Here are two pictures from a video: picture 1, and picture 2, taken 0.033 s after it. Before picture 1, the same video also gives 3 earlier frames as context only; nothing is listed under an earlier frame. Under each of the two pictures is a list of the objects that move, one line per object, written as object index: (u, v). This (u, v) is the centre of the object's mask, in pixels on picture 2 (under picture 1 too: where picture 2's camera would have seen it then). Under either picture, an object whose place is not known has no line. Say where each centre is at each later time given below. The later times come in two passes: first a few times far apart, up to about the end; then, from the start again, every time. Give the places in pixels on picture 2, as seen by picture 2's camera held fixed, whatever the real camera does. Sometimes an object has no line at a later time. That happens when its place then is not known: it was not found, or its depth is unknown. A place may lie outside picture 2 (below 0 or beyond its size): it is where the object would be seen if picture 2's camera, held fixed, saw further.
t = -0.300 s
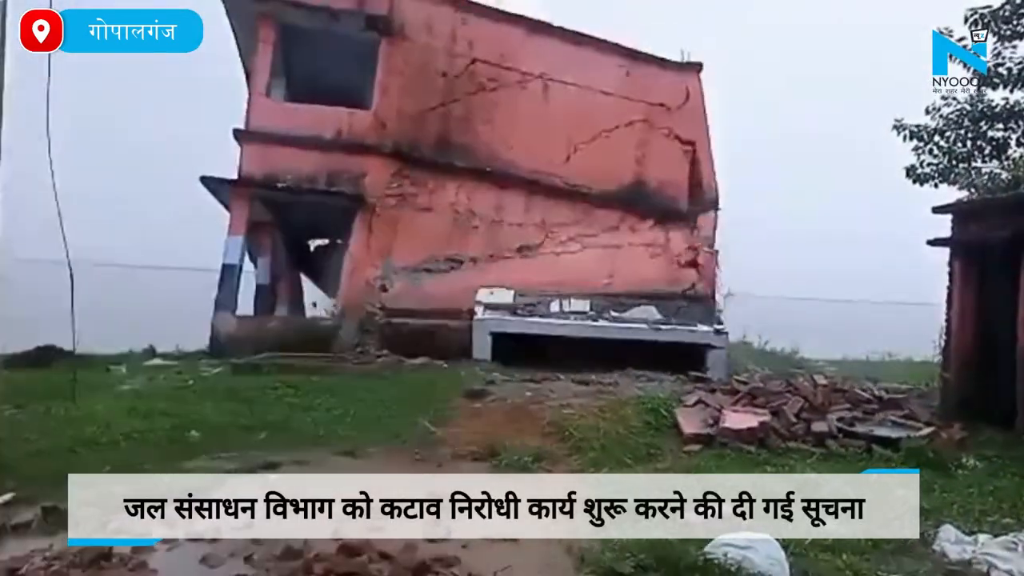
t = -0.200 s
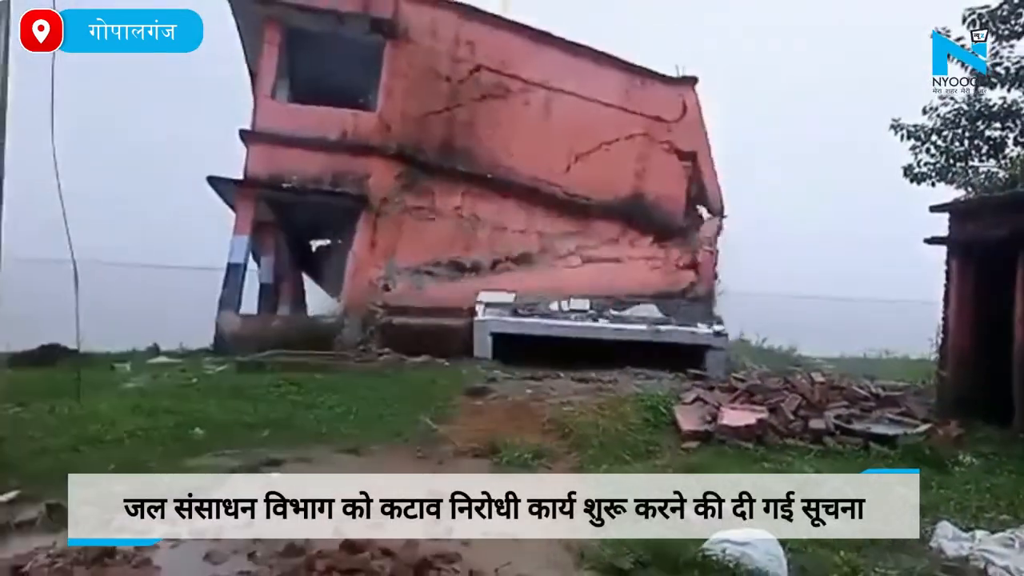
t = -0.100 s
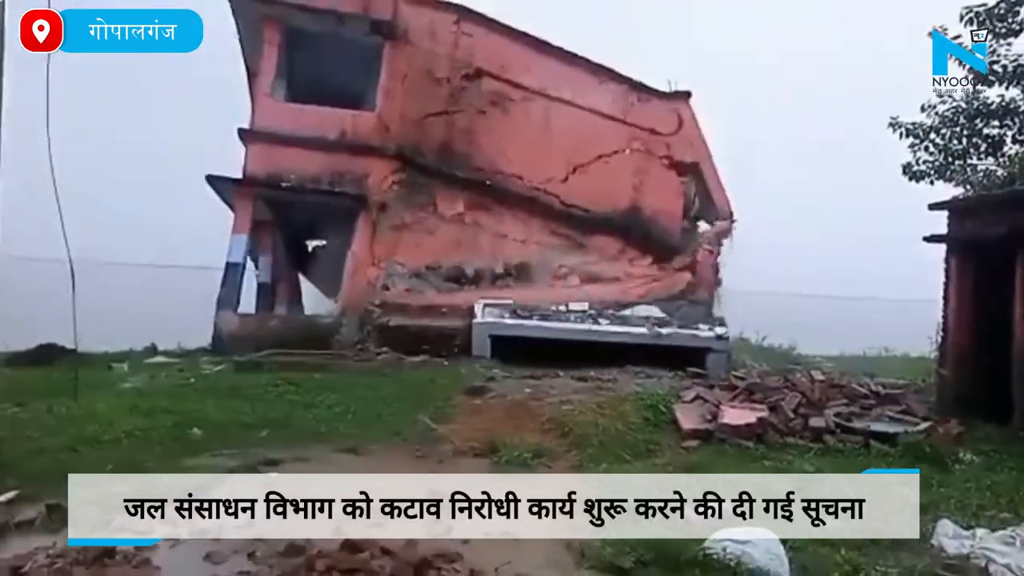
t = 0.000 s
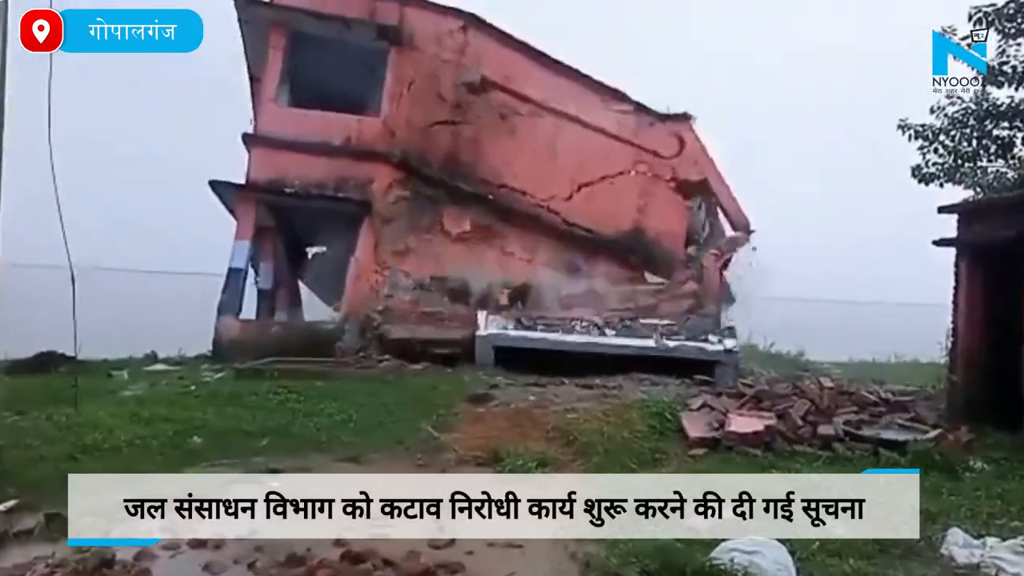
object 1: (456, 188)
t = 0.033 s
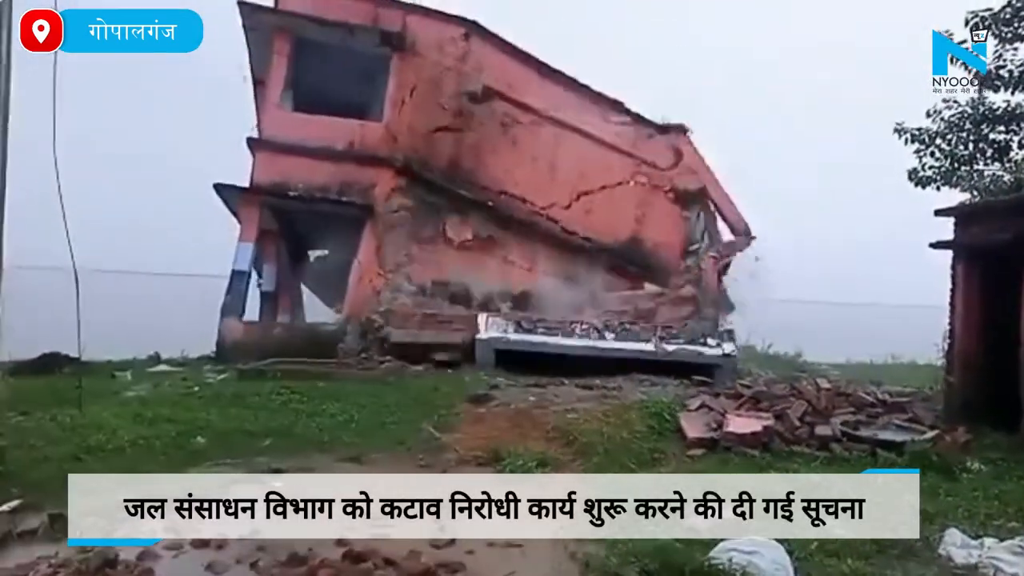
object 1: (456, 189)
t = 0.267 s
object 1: (459, 207)
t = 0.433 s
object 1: (453, 215)
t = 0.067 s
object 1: (456, 191)
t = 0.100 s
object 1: (455, 193)
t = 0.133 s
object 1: (456, 195)
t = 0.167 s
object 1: (456, 196)
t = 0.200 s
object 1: (457, 199)
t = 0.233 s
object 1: (458, 203)
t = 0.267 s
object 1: (459, 207)
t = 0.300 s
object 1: (458, 208)
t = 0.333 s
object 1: (456, 210)
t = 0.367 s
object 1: (455, 211)
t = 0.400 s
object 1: (454, 213)
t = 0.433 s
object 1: (453, 215)
